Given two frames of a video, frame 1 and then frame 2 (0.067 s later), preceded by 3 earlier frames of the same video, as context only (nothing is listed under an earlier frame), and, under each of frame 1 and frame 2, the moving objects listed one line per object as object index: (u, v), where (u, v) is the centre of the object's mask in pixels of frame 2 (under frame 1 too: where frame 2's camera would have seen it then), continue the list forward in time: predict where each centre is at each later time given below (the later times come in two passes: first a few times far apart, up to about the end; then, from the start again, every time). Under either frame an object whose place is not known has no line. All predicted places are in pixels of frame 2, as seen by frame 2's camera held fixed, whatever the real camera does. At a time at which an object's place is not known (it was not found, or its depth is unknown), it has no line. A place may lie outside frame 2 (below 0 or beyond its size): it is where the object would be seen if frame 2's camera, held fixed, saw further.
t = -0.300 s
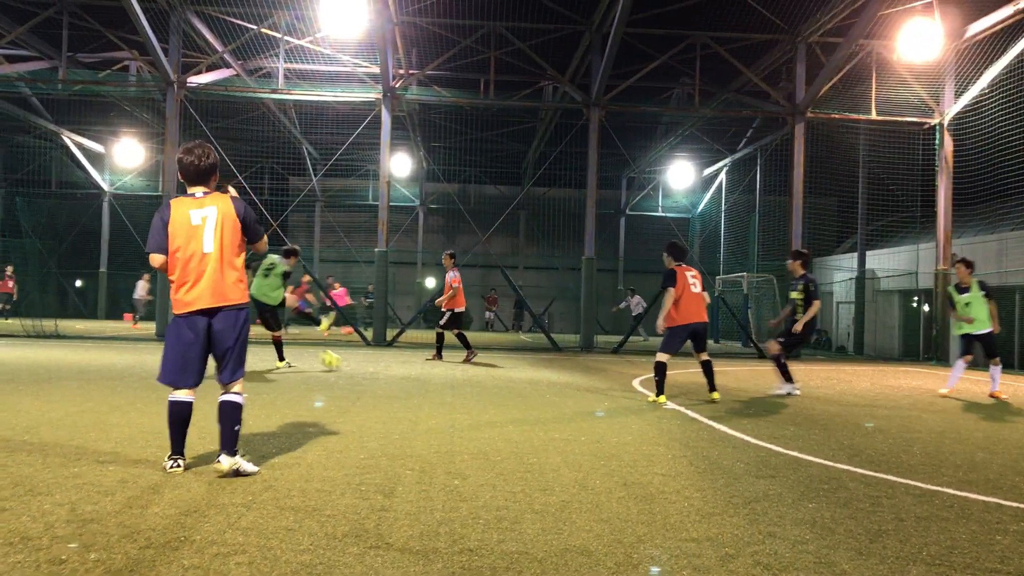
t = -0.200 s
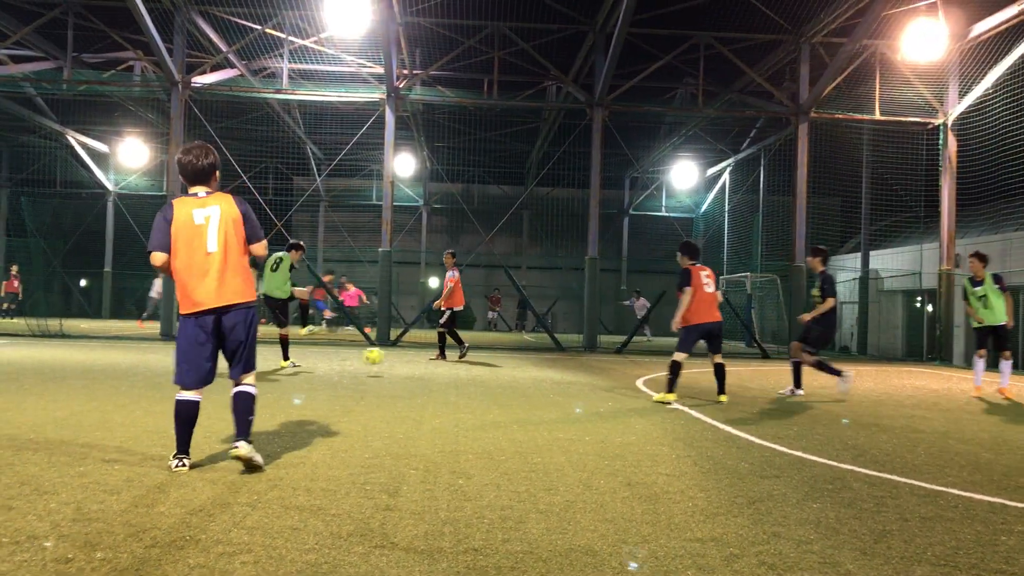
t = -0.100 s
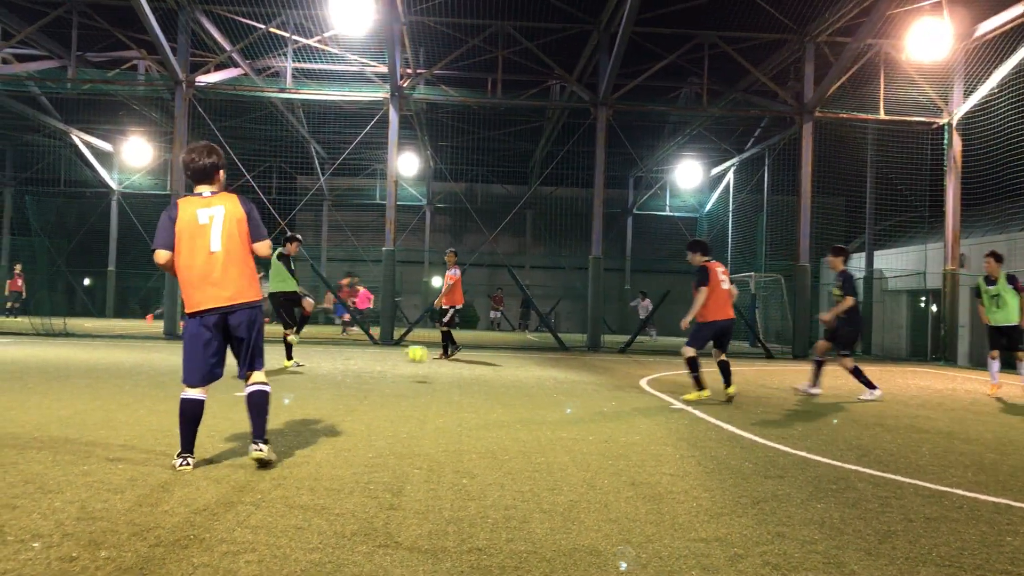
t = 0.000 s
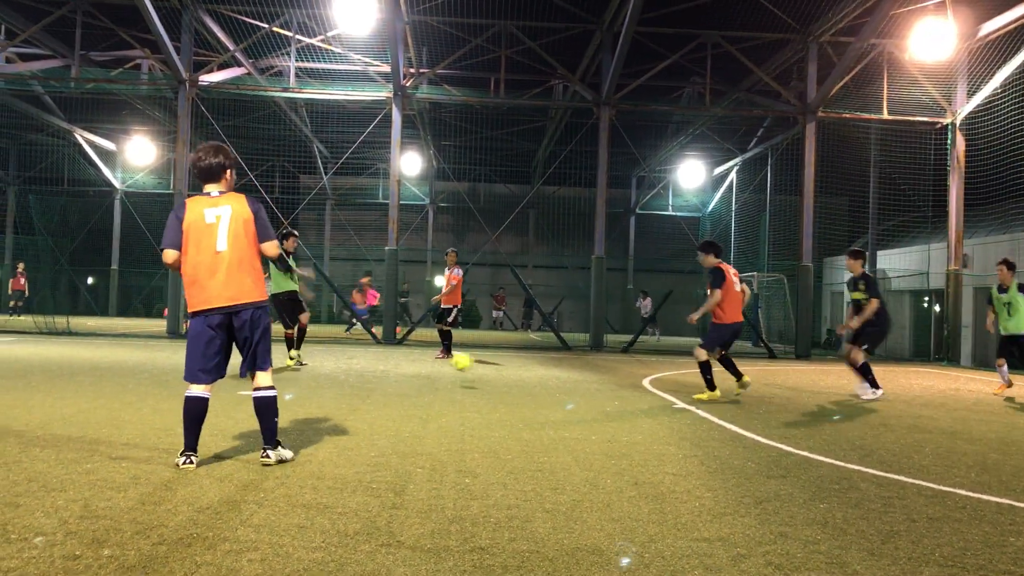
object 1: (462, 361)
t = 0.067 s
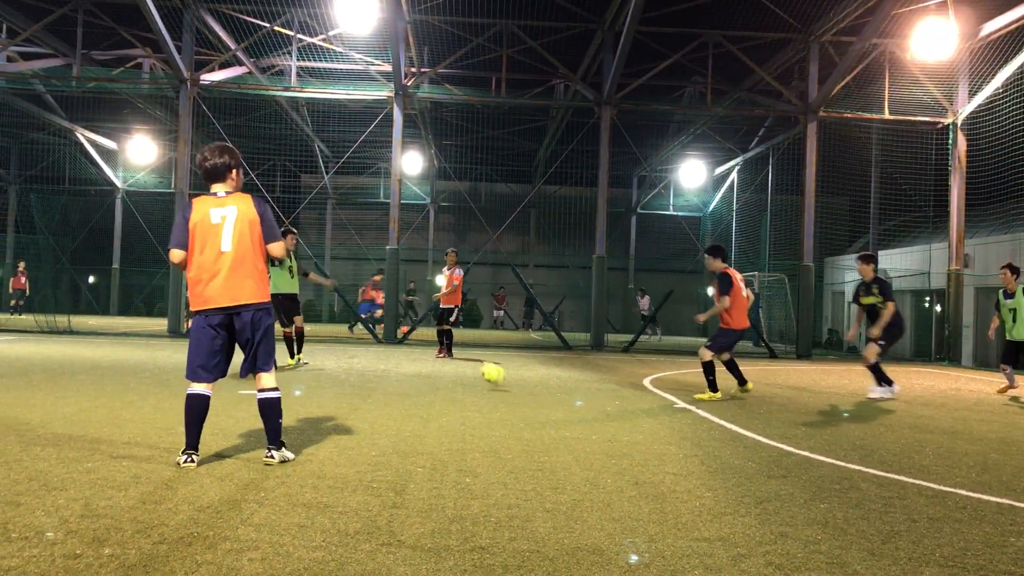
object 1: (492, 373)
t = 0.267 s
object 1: (591, 372)
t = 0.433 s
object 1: (684, 394)
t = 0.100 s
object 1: (507, 380)
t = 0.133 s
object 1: (523, 378)
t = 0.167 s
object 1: (540, 376)
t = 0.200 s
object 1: (556, 373)
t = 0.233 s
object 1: (573, 372)
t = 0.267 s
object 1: (591, 372)
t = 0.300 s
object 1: (608, 374)
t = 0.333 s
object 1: (626, 377)
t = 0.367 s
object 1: (645, 380)
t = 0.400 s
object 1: (664, 387)
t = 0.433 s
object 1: (684, 394)
